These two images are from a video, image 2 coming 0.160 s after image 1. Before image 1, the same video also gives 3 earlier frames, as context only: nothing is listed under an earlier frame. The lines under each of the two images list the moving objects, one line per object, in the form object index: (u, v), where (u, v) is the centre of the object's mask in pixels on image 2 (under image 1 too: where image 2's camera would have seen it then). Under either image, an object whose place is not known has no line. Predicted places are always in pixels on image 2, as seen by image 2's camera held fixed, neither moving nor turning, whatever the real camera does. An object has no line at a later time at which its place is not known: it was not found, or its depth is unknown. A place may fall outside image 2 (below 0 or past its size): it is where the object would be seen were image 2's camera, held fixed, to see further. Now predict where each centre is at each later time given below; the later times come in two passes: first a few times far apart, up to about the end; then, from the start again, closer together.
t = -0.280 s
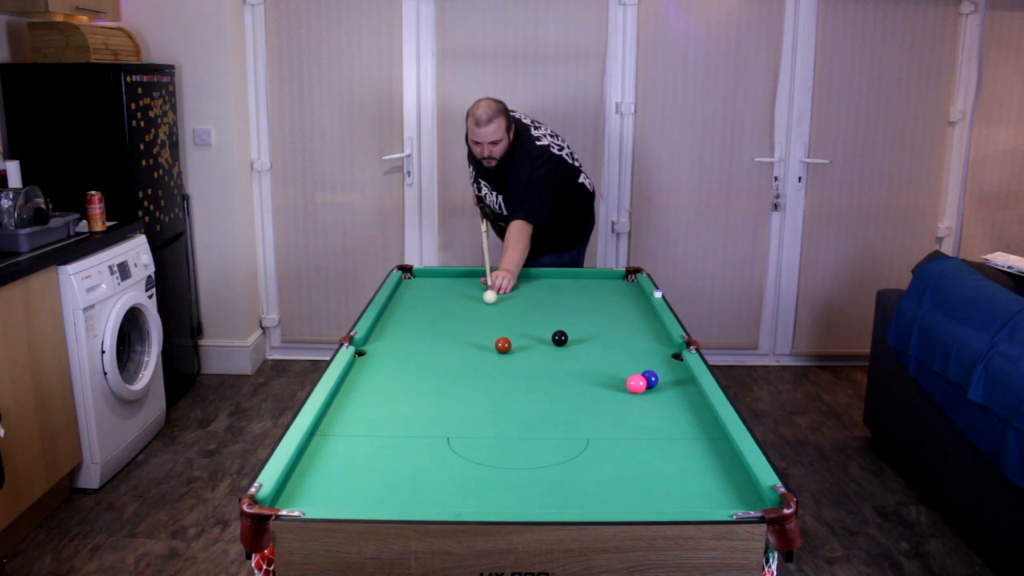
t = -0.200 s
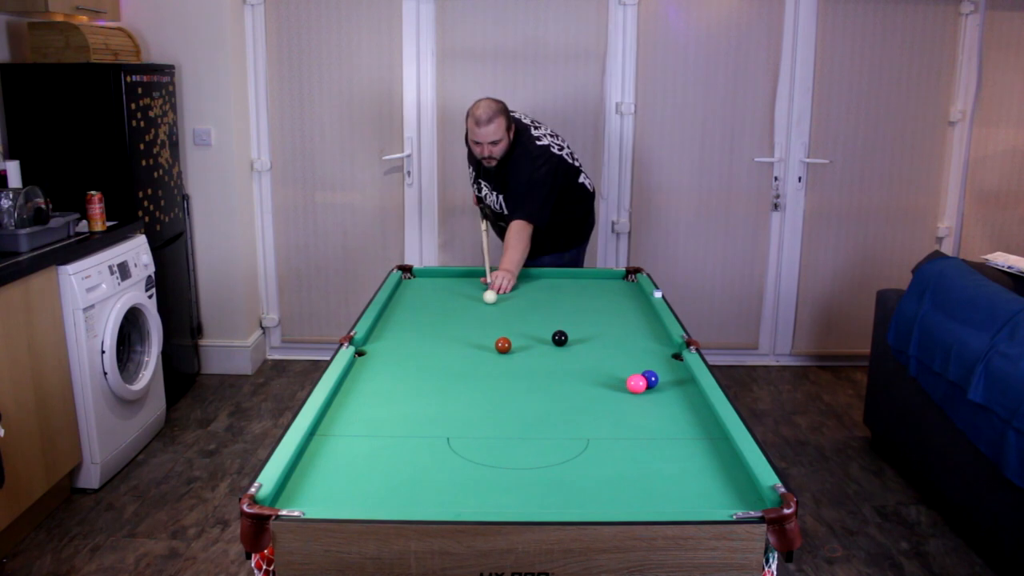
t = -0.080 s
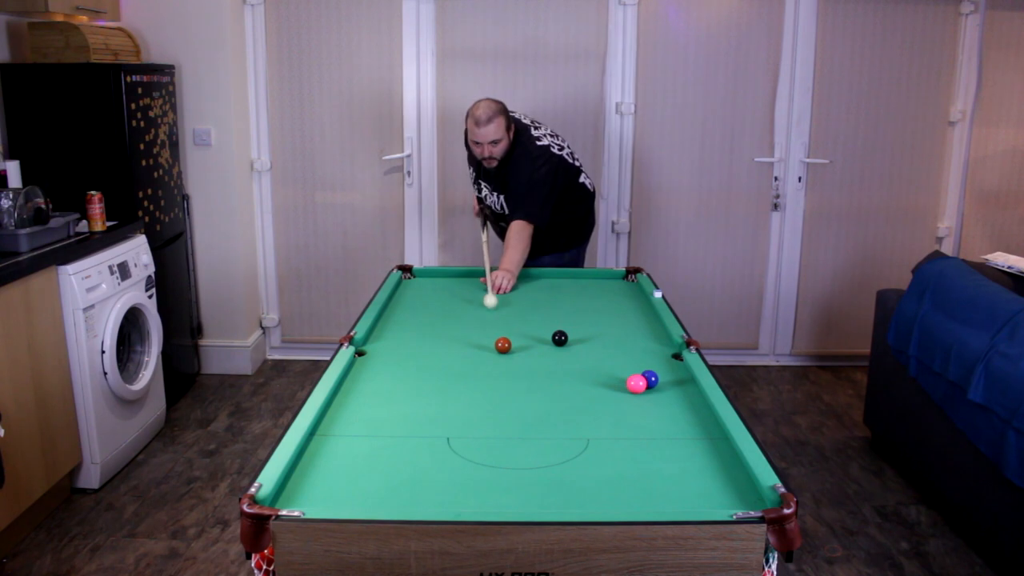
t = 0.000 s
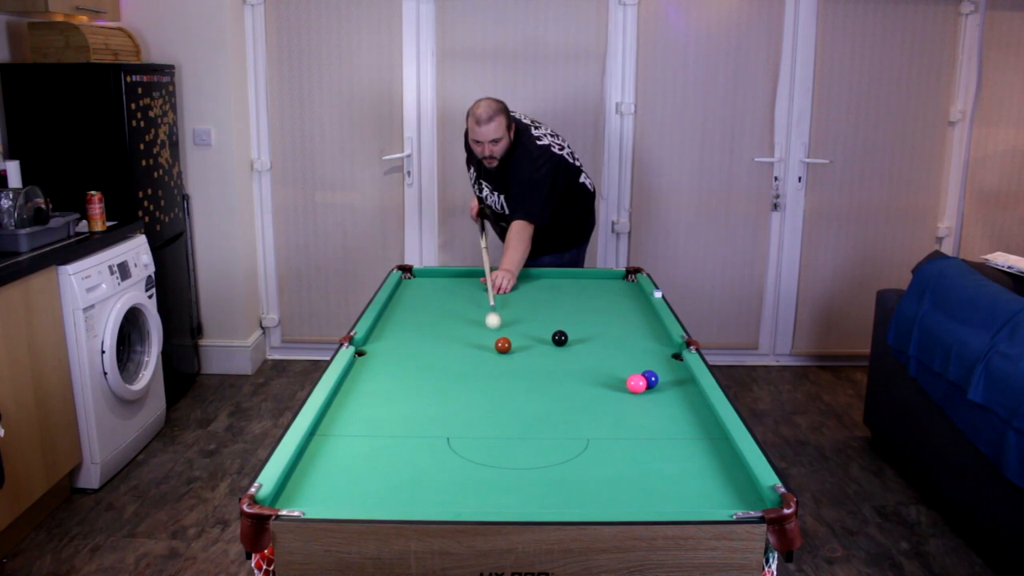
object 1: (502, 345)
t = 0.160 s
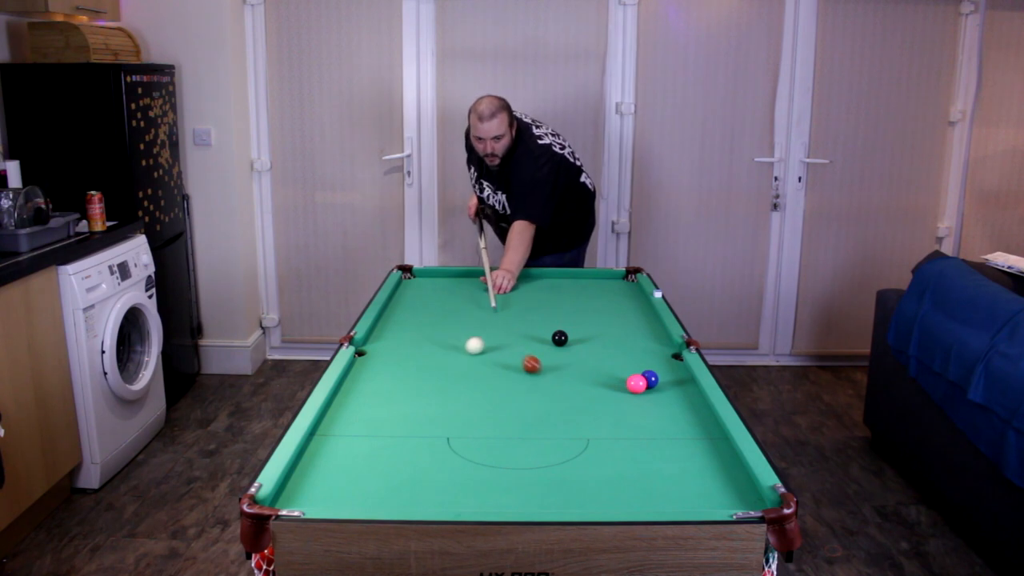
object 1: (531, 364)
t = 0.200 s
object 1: (544, 373)
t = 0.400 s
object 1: (610, 417)
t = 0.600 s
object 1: (689, 470)
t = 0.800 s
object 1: (747, 500)
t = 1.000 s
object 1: (695, 500)
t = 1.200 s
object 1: (650, 500)
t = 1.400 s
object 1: (609, 501)
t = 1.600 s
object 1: (572, 502)
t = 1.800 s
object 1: (538, 502)
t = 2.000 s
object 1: (508, 503)
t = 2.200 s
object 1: (484, 503)
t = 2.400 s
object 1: (464, 502)
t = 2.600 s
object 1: (447, 502)
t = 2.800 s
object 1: (436, 502)
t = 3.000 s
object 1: (427, 503)
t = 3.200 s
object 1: (422, 502)
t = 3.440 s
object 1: (421, 502)
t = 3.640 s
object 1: (421, 502)
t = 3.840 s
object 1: (421, 502)
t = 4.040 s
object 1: (420, 502)
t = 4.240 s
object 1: (421, 502)
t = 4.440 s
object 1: (421, 502)
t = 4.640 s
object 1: (421, 502)
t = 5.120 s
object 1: (424, 502)
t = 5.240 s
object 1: (424, 502)
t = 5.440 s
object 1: (424, 502)
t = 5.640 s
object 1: (423, 502)
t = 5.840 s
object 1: (423, 502)
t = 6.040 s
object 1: (424, 502)
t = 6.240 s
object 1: (424, 502)
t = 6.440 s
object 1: (424, 502)
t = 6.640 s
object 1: (423, 502)
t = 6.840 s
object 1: (423, 502)
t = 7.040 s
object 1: (424, 502)
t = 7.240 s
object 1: (424, 502)
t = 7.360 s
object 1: (423, 502)
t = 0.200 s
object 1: (544, 373)
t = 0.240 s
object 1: (557, 382)
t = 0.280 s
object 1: (570, 391)
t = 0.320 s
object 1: (583, 399)
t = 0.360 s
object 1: (596, 408)
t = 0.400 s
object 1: (610, 417)
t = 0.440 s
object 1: (624, 427)
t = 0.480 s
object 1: (639, 437)
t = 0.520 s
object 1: (655, 447)
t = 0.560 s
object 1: (672, 459)
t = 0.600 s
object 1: (689, 470)
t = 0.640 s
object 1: (708, 482)
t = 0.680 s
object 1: (727, 495)
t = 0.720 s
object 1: (748, 503)
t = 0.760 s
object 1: (758, 500)
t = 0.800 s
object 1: (747, 500)
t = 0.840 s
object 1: (734, 499)
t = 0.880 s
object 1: (723, 499)
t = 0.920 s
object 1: (714, 499)
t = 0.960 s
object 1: (704, 499)
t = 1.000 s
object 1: (695, 500)
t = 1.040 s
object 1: (685, 499)
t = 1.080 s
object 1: (676, 500)
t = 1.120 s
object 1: (667, 500)
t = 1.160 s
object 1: (658, 500)
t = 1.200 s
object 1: (650, 500)
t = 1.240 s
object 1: (641, 500)
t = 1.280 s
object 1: (633, 501)
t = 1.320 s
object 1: (625, 501)
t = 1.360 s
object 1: (616, 501)
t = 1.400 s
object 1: (609, 501)
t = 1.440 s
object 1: (601, 501)
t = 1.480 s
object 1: (594, 501)
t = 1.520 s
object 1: (586, 501)
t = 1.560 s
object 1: (578, 501)
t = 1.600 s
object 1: (572, 502)
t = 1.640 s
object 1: (564, 501)
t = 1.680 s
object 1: (558, 502)
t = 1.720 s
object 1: (551, 502)
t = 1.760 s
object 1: (545, 502)
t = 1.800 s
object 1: (538, 502)
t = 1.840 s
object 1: (532, 502)
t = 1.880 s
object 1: (526, 502)
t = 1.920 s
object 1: (520, 503)
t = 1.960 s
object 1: (514, 503)
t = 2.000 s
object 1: (508, 503)
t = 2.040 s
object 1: (503, 503)
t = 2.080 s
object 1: (498, 503)
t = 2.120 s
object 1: (493, 503)
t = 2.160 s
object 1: (488, 503)
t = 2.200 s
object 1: (484, 503)
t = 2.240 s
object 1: (480, 503)
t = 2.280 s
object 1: (476, 502)
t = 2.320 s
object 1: (472, 503)
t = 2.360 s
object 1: (468, 502)
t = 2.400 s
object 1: (464, 502)
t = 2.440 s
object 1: (461, 502)
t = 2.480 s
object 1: (457, 502)
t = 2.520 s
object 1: (454, 502)
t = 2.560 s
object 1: (451, 502)
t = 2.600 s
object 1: (447, 502)
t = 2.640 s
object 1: (445, 502)
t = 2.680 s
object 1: (442, 502)
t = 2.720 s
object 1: (440, 502)
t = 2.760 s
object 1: (437, 502)
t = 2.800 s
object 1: (436, 502)
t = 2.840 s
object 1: (433, 502)
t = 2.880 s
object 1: (432, 503)
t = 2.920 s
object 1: (429, 502)
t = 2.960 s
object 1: (428, 502)
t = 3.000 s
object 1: (427, 503)
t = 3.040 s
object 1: (425, 502)
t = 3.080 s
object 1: (424, 503)
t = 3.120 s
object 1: (423, 502)
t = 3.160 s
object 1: (423, 502)
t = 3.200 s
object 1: (422, 502)
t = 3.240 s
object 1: (421, 502)
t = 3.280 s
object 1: (421, 502)
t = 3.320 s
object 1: (421, 502)
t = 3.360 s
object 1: (421, 502)
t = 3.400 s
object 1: (422, 502)
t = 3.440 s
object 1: (421, 502)
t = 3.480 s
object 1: (421, 502)
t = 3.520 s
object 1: (421, 502)
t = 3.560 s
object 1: (422, 502)
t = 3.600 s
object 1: (421, 502)
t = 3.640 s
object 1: (421, 502)
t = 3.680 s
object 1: (421, 502)
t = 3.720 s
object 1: (421, 502)
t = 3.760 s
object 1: (421, 502)
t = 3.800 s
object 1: (421, 502)
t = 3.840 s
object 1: (421, 502)
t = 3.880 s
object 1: (421, 502)
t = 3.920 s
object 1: (421, 502)
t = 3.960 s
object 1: (421, 502)
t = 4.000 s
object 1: (421, 502)
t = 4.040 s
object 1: (420, 502)
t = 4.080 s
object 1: (420, 502)
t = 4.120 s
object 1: (421, 502)
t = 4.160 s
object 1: (421, 502)
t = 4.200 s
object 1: (420, 502)
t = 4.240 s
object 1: (421, 502)
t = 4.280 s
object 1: (420, 502)
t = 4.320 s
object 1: (421, 502)
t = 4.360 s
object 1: (421, 502)
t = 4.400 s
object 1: (421, 502)
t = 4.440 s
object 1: (421, 502)
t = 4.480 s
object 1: (421, 502)
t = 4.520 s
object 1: (421, 502)
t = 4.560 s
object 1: (422, 502)
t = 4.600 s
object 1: (421, 502)
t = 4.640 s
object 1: (421, 502)
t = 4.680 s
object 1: (419, 501)
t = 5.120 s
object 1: (424, 502)
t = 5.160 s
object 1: (424, 502)
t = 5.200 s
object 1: (424, 502)
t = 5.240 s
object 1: (424, 502)
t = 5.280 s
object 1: (424, 502)
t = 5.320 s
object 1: (424, 502)
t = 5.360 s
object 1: (424, 502)
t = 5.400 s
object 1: (424, 502)
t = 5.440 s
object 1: (424, 502)
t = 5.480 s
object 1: (424, 502)
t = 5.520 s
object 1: (423, 502)
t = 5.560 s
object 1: (423, 502)
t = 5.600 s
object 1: (423, 502)
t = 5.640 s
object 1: (423, 502)
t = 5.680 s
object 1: (423, 502)
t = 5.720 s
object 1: (423, 502)
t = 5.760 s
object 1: (423, 502)
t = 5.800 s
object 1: (423, 502)
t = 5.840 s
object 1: (423, 502)
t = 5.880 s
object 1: (423, 502)
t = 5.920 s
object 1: (424, 502)
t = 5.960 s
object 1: (424, 502)
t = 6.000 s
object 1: (424, 502)
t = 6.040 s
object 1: (424, 502)
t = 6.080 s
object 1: (424, 502)
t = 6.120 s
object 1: (424, 502)
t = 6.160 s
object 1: (424, 502)
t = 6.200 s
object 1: (424, 502)
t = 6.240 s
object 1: (424, 502)
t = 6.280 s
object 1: (424, 502)
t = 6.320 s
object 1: (424, 502)
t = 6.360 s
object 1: (424, 502)
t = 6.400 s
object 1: (424, 502)
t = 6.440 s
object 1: (424, 502)
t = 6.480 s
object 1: (424, 502)
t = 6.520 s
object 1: (424, 502)
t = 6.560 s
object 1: (424, 502)
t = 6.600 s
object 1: (424, 502)
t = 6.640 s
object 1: (423, 502)
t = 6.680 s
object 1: (423, 502)
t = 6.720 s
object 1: (424, 502)
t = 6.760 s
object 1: (423, 502)
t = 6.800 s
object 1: (424, 502)
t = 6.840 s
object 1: (423, 502)
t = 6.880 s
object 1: (424, 502)
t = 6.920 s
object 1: (424, 502)
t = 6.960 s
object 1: (424, 502)
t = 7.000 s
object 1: (424, 502)
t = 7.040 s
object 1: (424, 502)
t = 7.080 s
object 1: (424, 502)
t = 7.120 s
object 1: (424, 502)
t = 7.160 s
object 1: (424, 502)
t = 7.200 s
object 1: (424, 502)
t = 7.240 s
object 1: (424, 502)
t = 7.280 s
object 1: (424, 502)
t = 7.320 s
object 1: (424, 502)
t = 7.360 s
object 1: (423, 502)
